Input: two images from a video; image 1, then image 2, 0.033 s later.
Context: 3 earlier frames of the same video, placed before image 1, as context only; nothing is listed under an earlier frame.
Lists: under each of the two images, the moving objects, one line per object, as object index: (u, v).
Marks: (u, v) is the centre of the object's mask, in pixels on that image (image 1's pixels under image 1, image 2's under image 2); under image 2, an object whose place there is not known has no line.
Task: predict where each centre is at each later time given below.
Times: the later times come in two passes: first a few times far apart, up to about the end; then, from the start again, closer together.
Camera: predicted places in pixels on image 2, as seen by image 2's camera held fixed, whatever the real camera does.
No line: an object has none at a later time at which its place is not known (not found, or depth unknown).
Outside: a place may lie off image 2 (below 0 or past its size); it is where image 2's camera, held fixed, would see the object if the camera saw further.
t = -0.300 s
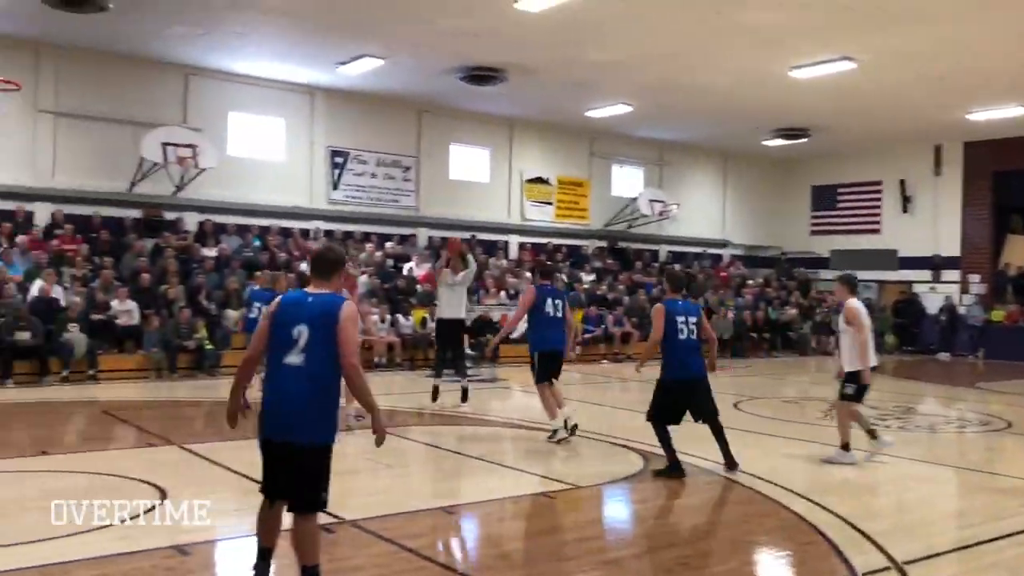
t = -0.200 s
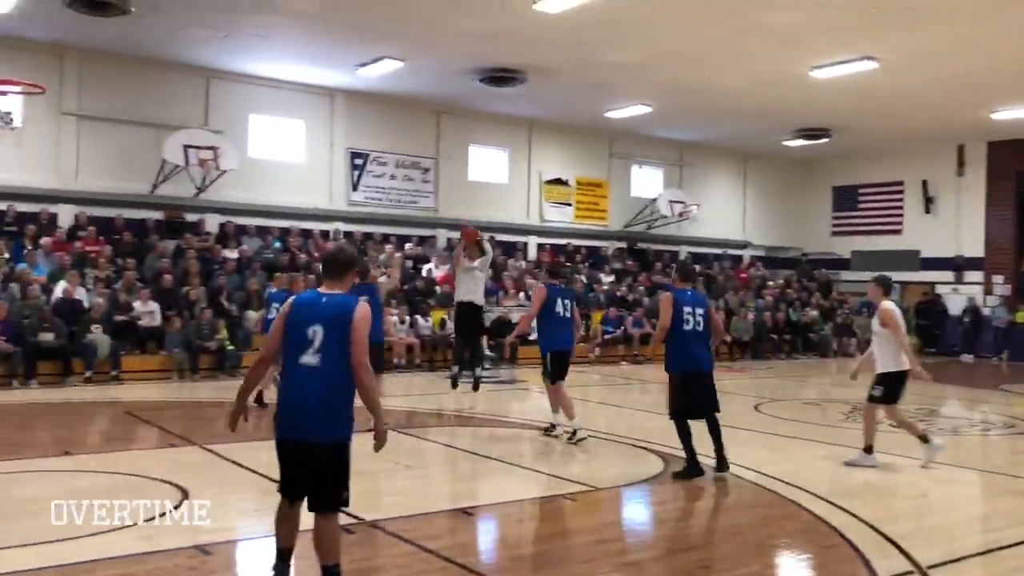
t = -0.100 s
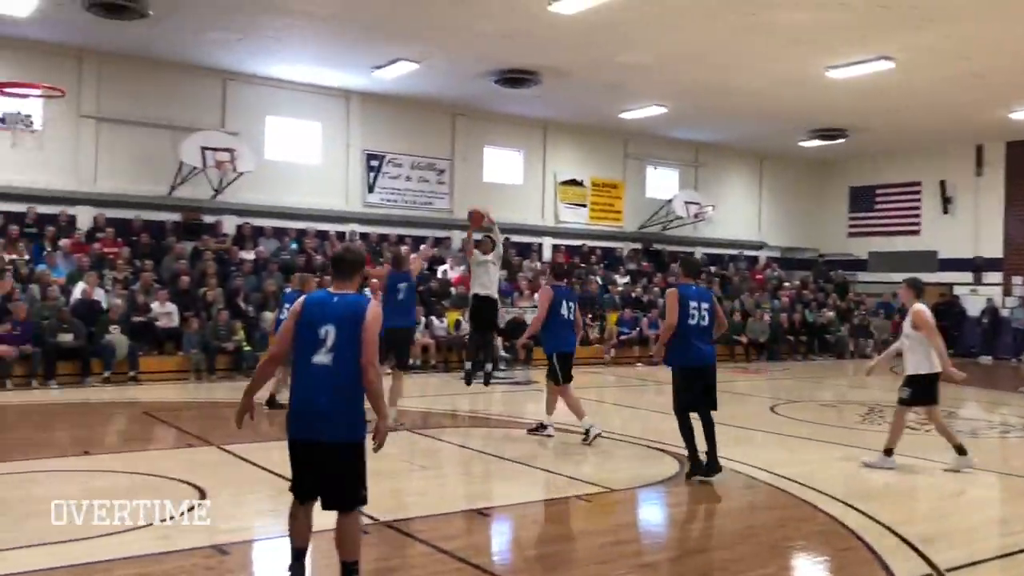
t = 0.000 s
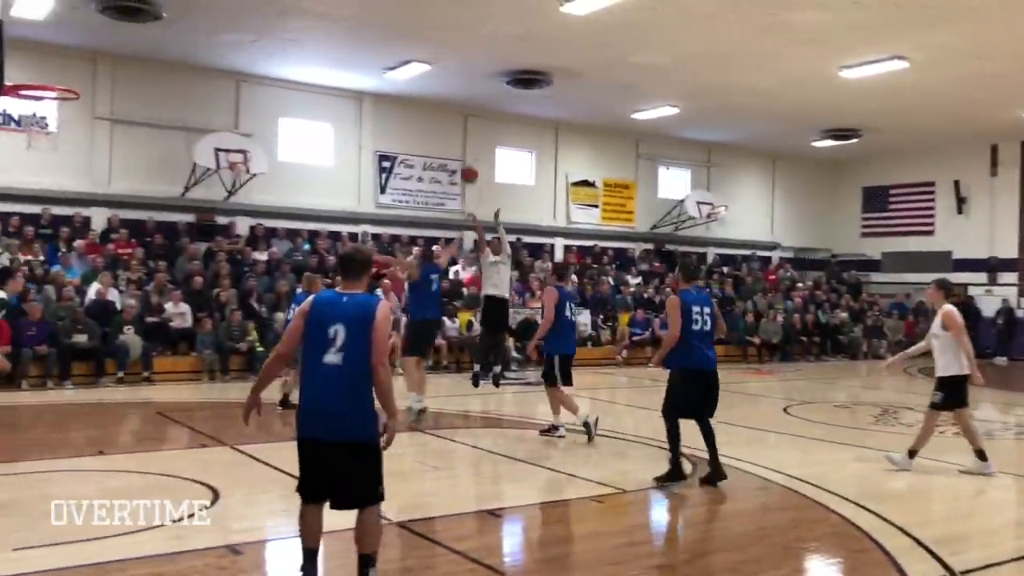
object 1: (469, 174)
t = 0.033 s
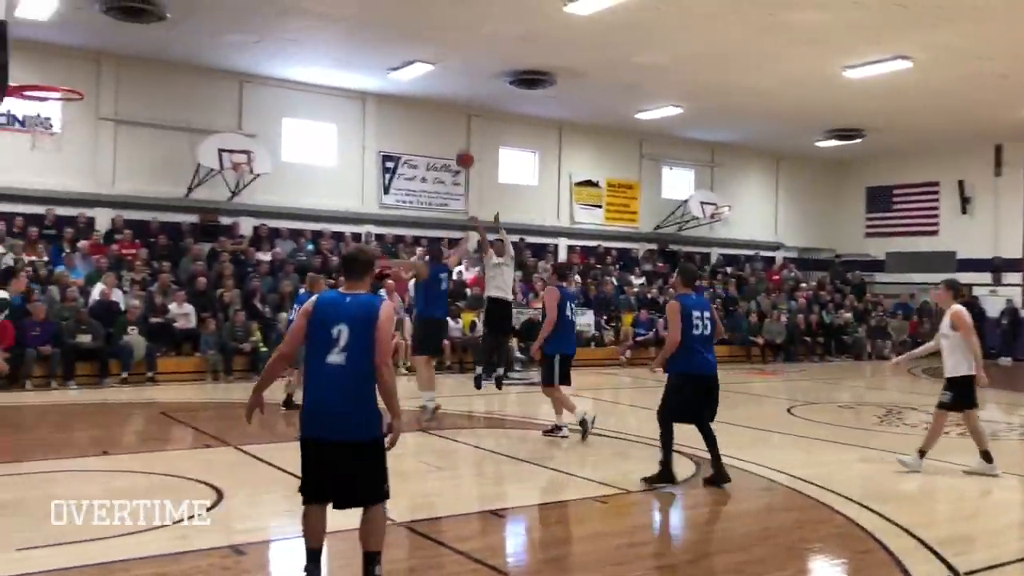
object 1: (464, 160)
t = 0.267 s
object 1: (403, 65)
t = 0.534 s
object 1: (315, 5)
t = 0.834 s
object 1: (186, 4)
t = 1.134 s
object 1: (50, 111)
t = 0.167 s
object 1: (431, 104)
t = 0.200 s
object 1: (422, 92)
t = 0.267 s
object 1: (403, 65)
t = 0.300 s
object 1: (394, 57)
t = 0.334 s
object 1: (384, 46)
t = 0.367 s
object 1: (373, 36)
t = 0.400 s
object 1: (362, 27)
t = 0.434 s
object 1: (351, 19)
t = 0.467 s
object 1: (340, 11)
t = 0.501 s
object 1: (327, 7)
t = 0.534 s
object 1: (315, 5)
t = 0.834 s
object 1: (186, 4)
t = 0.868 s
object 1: (169, 6)
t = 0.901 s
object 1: (152, 11)
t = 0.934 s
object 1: (133, 17)
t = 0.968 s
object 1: (113, 29)
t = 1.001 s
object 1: (93, 42)
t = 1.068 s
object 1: (52, 72)
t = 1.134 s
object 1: (50, 111)
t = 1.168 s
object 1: (64, 127)
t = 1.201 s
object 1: (72, 122)
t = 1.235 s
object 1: (75, 117)
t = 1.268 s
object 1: (77, 116)
